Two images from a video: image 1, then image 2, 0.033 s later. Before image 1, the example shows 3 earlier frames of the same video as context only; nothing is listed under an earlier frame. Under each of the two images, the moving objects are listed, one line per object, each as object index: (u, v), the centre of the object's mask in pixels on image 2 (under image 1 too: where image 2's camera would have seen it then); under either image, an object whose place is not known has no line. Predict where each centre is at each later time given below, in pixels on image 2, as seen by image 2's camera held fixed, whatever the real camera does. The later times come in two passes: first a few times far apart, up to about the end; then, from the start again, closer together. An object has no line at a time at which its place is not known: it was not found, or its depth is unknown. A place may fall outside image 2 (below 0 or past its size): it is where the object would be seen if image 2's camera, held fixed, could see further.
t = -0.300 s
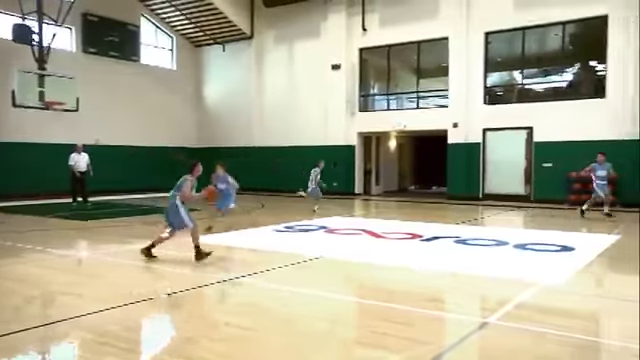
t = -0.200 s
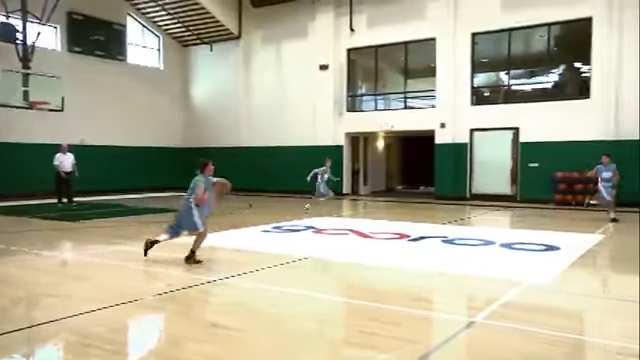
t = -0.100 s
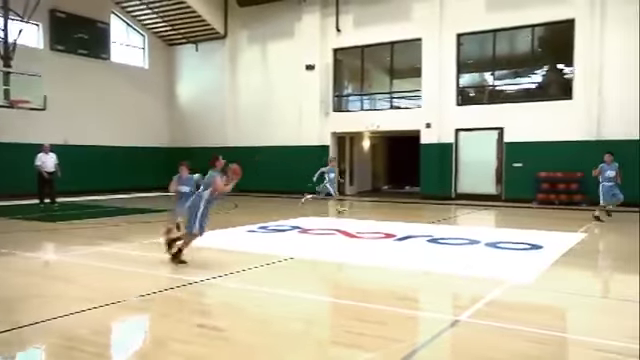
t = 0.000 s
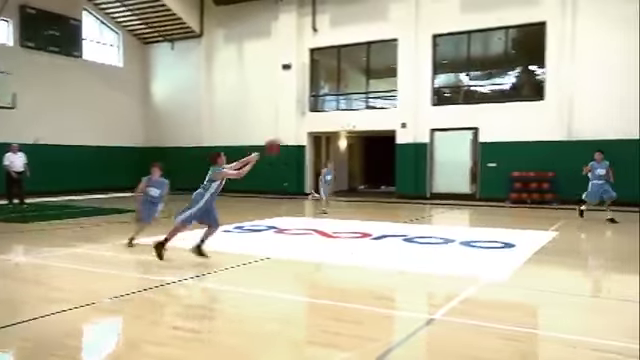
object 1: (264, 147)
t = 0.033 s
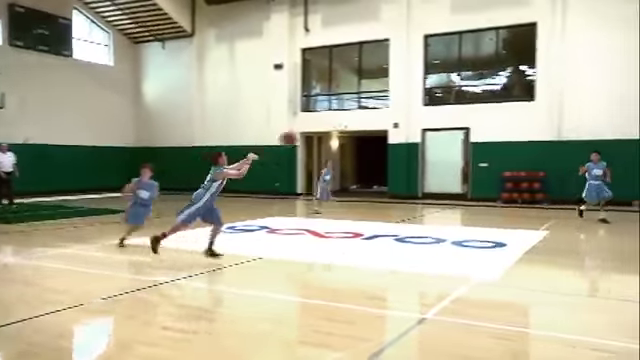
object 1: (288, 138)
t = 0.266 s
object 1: (441, 107)
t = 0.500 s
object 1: (566, 113)
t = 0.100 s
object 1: (335, 125)
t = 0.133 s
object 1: (358, 120)
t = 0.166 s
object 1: (380, 116)
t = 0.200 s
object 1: (401, 111)
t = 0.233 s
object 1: (421, 108)
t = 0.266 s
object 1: (441, 107)
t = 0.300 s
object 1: (460, 105)
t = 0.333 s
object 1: (479, 104)
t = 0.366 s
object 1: (498, 104)
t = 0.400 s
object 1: (516, 104)
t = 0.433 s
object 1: (533, 107)
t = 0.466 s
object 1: (550, 110)
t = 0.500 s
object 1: (566, 113)
